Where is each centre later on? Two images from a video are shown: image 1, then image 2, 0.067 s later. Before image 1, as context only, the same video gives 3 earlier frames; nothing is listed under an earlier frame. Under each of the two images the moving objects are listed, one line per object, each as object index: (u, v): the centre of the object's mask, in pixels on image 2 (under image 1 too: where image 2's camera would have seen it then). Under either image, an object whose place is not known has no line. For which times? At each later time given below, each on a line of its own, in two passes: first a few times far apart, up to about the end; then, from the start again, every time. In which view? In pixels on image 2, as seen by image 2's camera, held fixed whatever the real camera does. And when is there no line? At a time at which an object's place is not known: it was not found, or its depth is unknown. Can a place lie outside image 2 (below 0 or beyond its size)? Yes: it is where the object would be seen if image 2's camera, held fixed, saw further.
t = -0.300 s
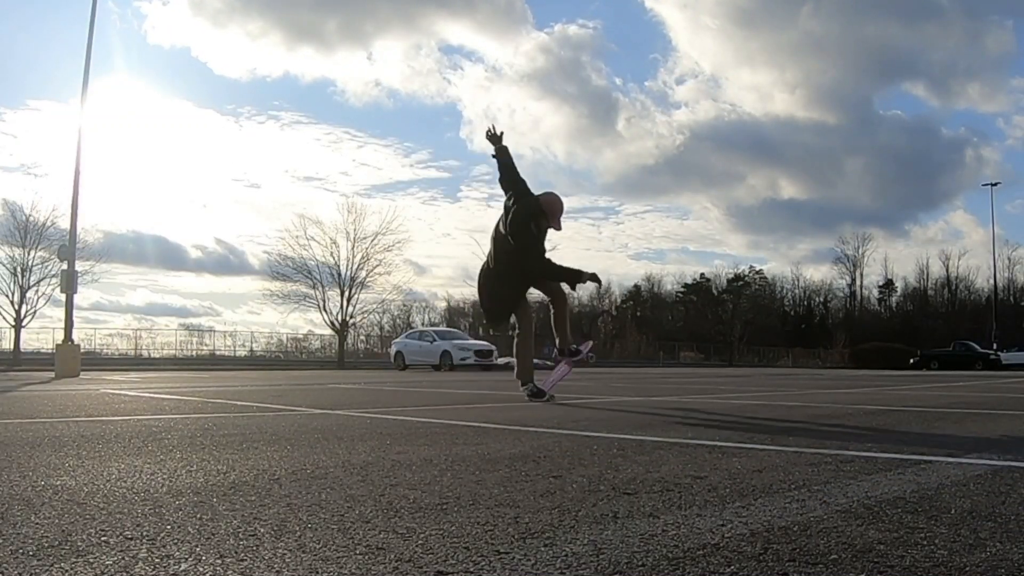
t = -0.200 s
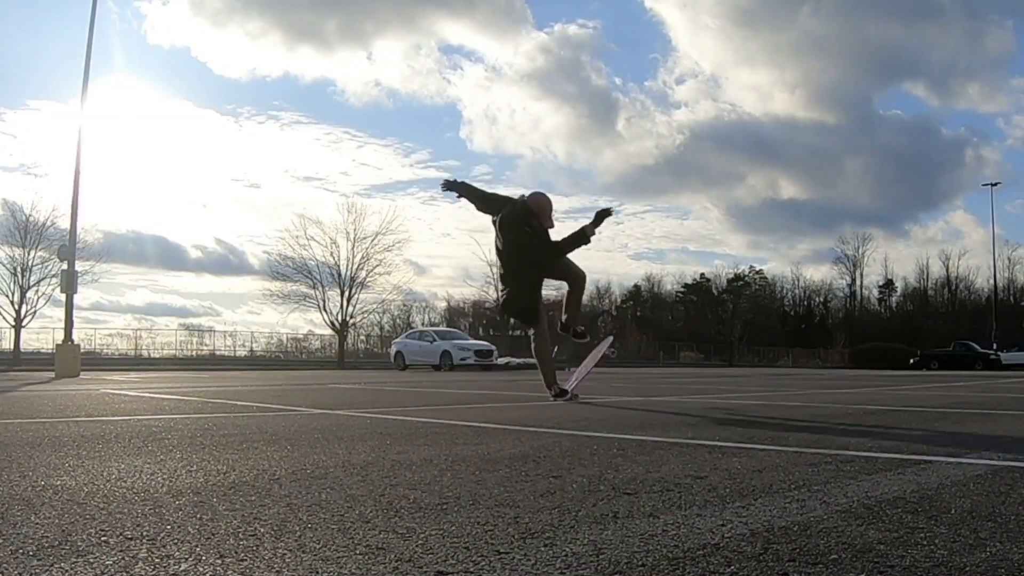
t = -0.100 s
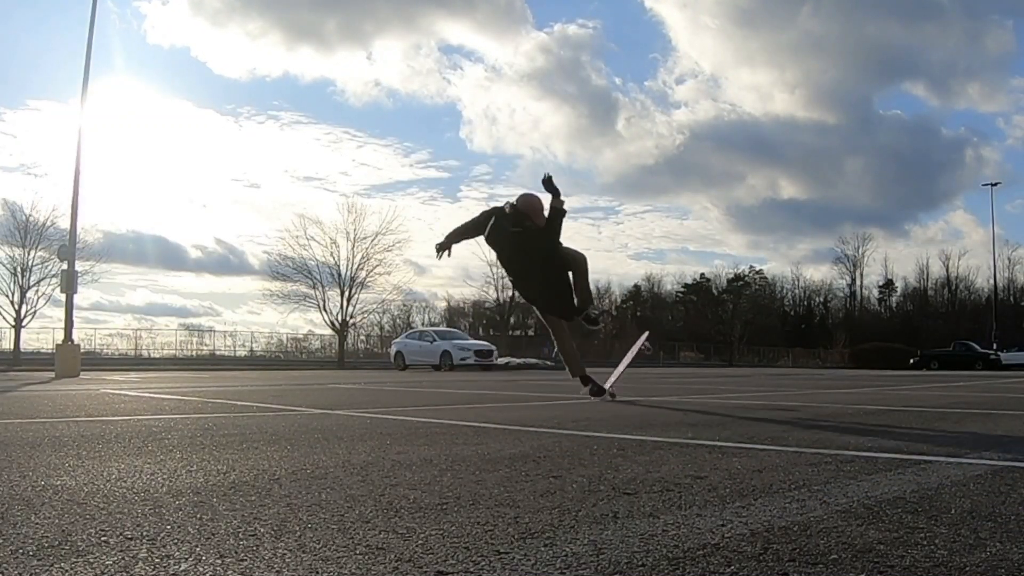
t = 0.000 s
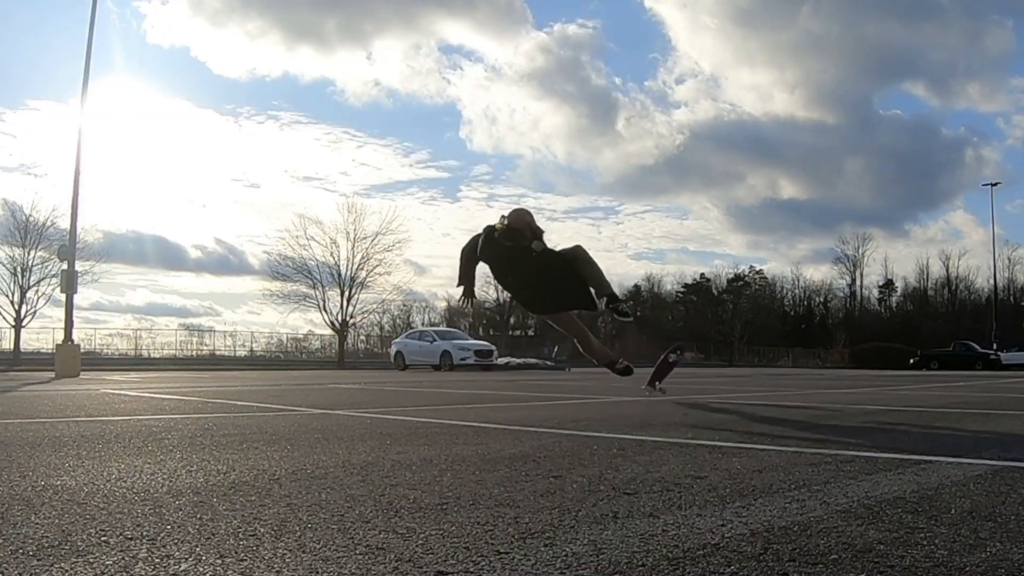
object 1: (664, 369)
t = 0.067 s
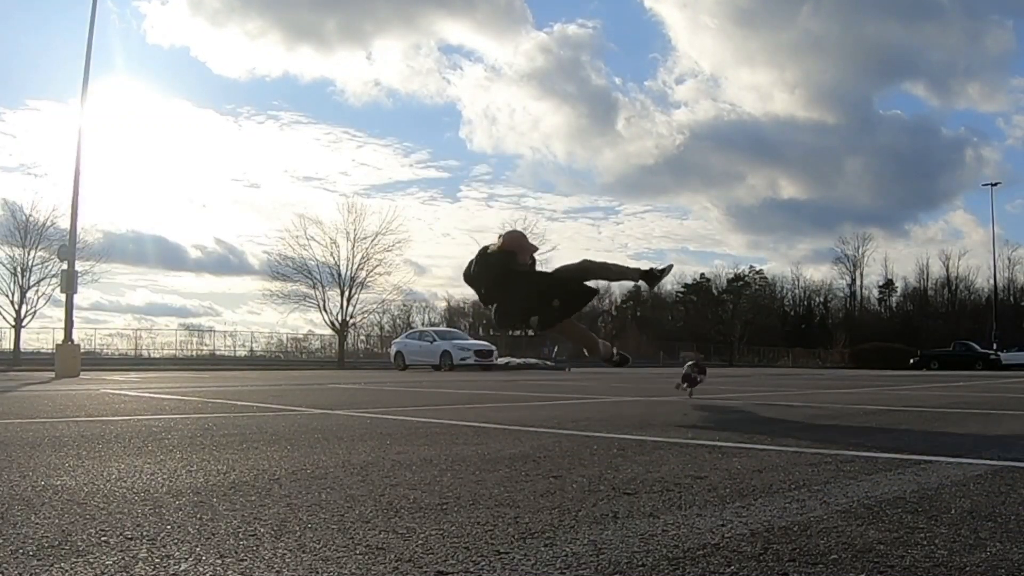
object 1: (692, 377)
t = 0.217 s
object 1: (731, 374)
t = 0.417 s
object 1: (775, 379)
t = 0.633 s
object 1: (816, 385)
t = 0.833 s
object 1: (831, 387)
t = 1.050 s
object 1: (843, 387)
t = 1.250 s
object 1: (851, 387)
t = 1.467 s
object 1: (857, 386)
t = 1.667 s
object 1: (861, 386)
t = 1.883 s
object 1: (864, 386)
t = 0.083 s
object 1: (696, 379)
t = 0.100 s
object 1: (700, 380)
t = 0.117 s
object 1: (704, 381)
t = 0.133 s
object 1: (709, 380)
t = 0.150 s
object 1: (713, 379)
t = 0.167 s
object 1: (717, 377)
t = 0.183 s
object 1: (722, 375)
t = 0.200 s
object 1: (727, 375)
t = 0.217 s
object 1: (731, 374)
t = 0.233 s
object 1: (735, 375)
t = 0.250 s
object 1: (740, 376)
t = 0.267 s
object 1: (744, 377)
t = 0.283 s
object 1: (748, 377)
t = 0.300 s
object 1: (752, 379)
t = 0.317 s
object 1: (755, 382)
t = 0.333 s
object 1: (759, 383)
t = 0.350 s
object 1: (763, 383)
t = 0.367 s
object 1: (766, 382)
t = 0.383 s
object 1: (769, 380)
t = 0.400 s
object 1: (773, 379)
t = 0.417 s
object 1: (775, 379)
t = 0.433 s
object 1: (778, 380)
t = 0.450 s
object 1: (781, 378)
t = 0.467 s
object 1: (786, 379)
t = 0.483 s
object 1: (789, 380)
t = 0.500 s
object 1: (792, 383)
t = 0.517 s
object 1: (795, 385)
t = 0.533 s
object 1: (799, 384)
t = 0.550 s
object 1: (802, 384)
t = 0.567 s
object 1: (805, 384)
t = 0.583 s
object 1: (808, 384)
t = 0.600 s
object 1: (811, 383)
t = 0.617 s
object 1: (813, 384)
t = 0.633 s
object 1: (816, 385)
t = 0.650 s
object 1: (818, 384)
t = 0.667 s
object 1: (819, 384)
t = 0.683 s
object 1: (821, 384)
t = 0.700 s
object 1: (823, 384)
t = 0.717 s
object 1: (824, 384)
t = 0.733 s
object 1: (826, 385)
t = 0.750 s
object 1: (827, 385)
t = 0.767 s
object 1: (828, 387)
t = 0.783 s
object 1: (829, 387)
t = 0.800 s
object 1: (830, 387)
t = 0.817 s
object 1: (831, 387)
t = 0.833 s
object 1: (831, 387)
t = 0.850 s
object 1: (832, 387)
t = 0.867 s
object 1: (833, 387)
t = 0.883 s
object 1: (834, 387)
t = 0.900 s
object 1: (835, 387)
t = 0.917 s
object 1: (836, 387)
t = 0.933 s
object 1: (837, 387)
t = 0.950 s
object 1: (838, 387)
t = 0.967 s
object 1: (839, 387)
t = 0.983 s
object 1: (839, 387)
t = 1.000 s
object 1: (840, 387)
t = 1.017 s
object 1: (841, 387)
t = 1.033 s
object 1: (842, 387)
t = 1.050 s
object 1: (843, 387)
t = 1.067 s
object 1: (843, 387)
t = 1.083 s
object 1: (844, 387)
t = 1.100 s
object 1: (845, 387)
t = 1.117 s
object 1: (845, 387)
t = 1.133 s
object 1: (846, 387)
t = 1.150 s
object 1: (846, 387)
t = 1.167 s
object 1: (847, 387)
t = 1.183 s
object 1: (848, 387)
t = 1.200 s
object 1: (849, 386)
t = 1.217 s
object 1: (849, 386)
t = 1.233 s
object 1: (850, 387)
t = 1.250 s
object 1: (851, 387)
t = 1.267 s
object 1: (851, 387)
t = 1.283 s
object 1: (851, 386)
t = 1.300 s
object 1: (852, 386)
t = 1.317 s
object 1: (852, 386)
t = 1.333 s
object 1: (853, 386)
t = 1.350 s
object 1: (853, 386)
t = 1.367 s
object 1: (854, 386)
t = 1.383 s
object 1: (854, 386)
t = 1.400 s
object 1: (855, 387)
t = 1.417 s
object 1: (855, 387)
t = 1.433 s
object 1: (856, 386)
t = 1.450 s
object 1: (856, 386)
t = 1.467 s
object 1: (857, 386)
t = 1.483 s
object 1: (857, 386)
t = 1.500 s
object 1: (857, 386)
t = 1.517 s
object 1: (858, 386)
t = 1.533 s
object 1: (858, 386)
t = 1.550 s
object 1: (859, 386)
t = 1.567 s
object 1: (859, 386)
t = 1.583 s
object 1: (859, 386)
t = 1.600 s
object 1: (860, 387)
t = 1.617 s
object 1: (860, 387)
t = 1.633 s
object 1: (860, 387)
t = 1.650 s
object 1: (861, 386)
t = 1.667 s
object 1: (861, 386)
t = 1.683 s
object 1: (861, 386)
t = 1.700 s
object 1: (862, 387)
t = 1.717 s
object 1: (862, 386)
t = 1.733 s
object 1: (862, 386)
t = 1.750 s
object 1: (862, 386)
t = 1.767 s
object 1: (863, 386)
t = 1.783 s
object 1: (863, 386)
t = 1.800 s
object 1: (863, 386)
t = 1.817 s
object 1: (864, 386)
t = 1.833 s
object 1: (864, 386)
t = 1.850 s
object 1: (864, 386)
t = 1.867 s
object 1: (864, 386)
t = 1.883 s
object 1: (864, 386)
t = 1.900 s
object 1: (865, 386)
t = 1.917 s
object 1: (865, 386)
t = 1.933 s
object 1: (865, 386)
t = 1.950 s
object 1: (865, 386)
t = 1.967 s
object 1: (865, 386)
